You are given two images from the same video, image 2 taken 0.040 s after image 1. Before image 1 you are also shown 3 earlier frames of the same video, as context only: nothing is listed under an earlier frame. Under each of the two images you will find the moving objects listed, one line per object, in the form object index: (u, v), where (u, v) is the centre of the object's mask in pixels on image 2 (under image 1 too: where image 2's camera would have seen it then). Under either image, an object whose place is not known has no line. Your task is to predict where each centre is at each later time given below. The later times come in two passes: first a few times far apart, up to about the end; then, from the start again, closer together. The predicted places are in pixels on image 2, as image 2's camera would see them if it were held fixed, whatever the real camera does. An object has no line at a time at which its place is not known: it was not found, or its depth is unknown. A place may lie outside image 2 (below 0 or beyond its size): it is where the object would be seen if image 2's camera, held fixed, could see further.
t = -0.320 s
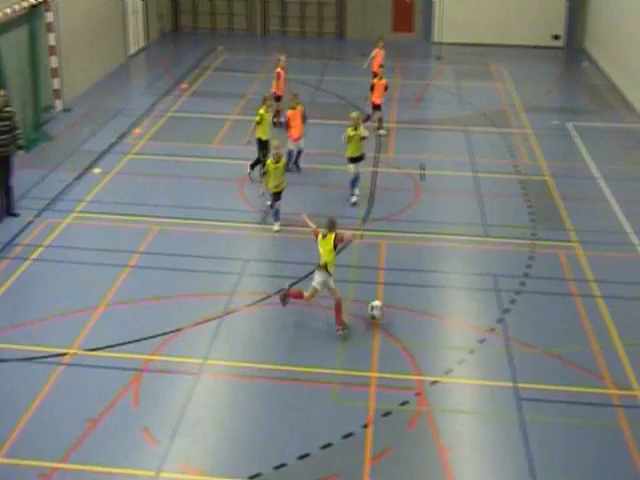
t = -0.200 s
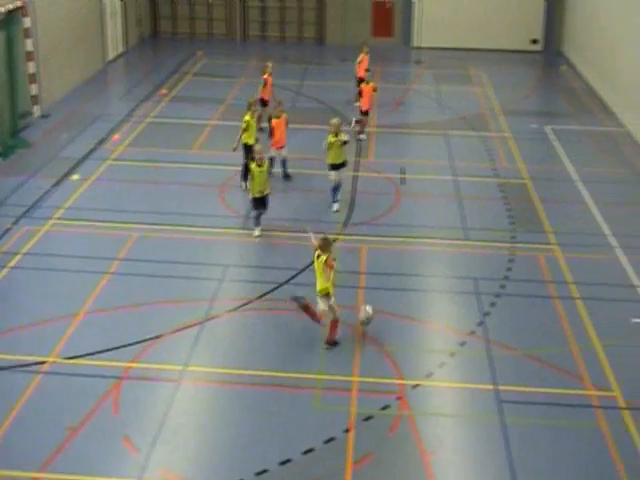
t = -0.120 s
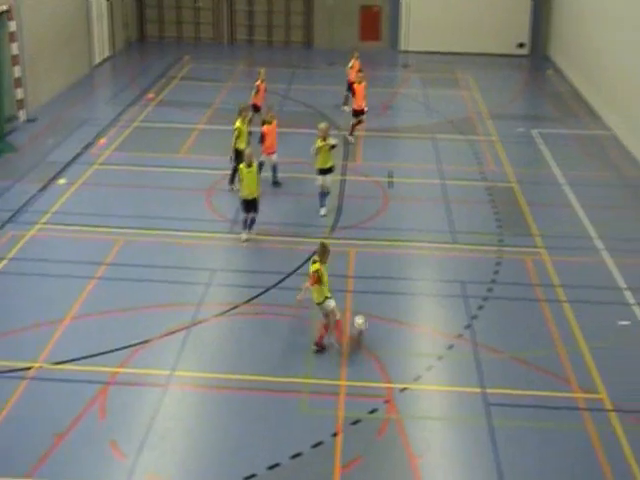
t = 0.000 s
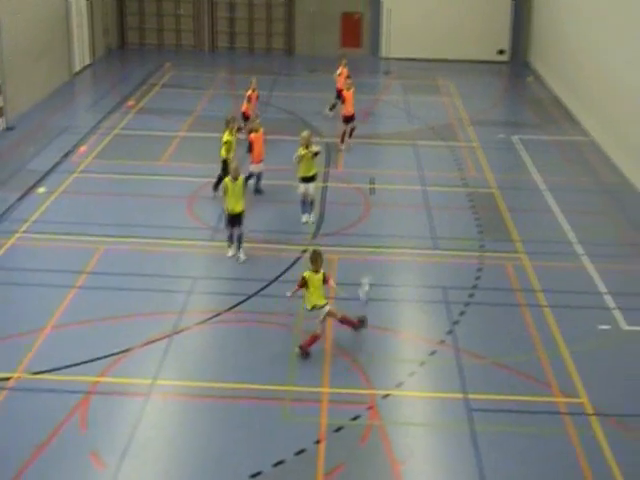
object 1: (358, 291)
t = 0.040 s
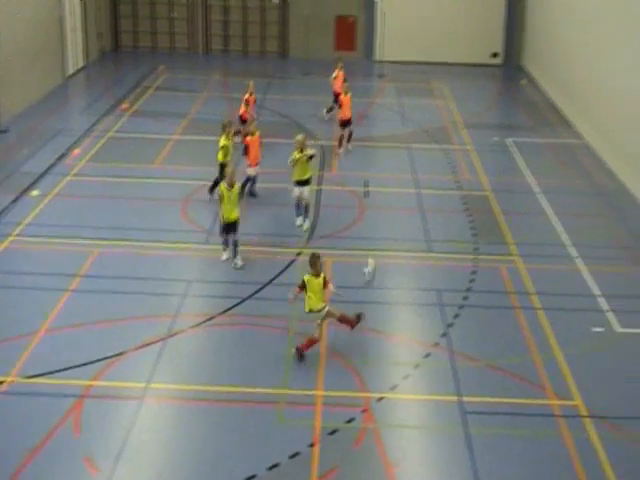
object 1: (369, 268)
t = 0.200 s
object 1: (401, 209)
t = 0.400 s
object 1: (429, 177)
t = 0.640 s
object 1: (450, 174)
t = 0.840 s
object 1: (462, 138)
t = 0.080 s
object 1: (379, 250)
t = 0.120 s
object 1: (386, 236)
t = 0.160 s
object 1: (394, 221)
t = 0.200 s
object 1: (401, 209)
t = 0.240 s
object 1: (407, 201)
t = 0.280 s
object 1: (414, 192)
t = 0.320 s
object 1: (419, 186)
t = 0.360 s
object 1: (424, 180)
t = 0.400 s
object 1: (429, 177)
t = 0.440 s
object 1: (434, 174)
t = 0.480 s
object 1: (437, 172)
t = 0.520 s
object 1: (442, 171)
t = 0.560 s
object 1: (445, 173)
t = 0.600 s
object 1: (447, 175)
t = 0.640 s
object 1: (450, 174)
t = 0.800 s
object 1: (460, 144)
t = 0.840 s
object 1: (462, 138)
